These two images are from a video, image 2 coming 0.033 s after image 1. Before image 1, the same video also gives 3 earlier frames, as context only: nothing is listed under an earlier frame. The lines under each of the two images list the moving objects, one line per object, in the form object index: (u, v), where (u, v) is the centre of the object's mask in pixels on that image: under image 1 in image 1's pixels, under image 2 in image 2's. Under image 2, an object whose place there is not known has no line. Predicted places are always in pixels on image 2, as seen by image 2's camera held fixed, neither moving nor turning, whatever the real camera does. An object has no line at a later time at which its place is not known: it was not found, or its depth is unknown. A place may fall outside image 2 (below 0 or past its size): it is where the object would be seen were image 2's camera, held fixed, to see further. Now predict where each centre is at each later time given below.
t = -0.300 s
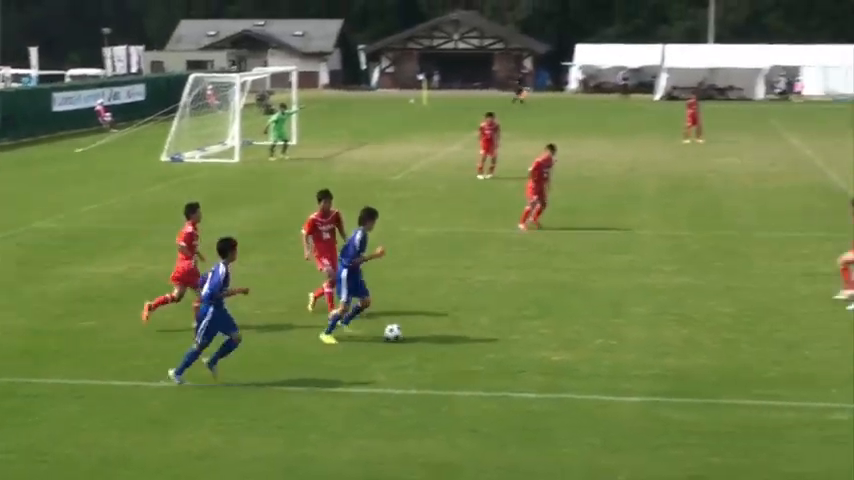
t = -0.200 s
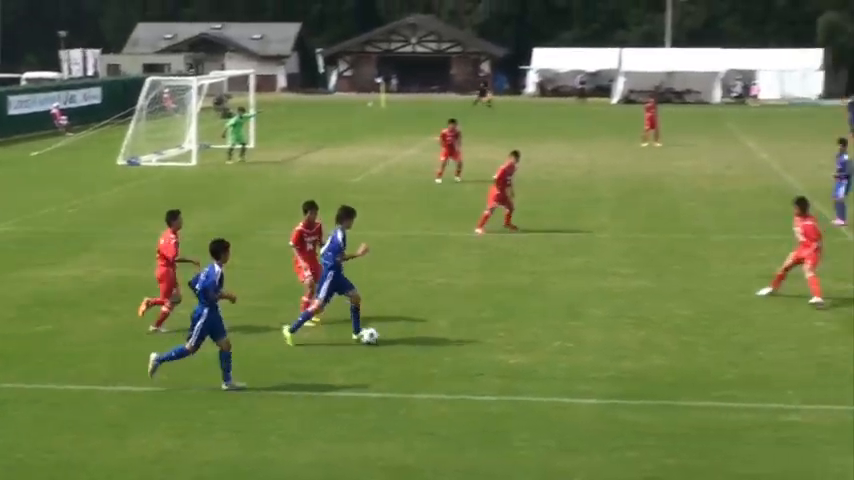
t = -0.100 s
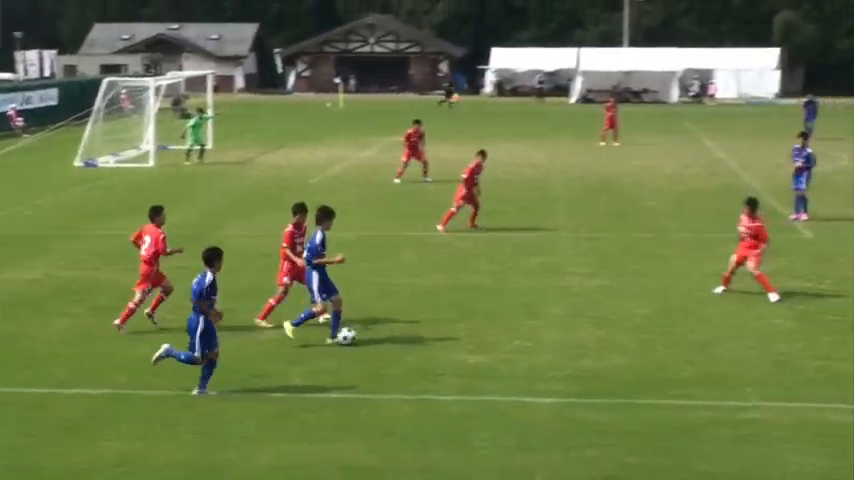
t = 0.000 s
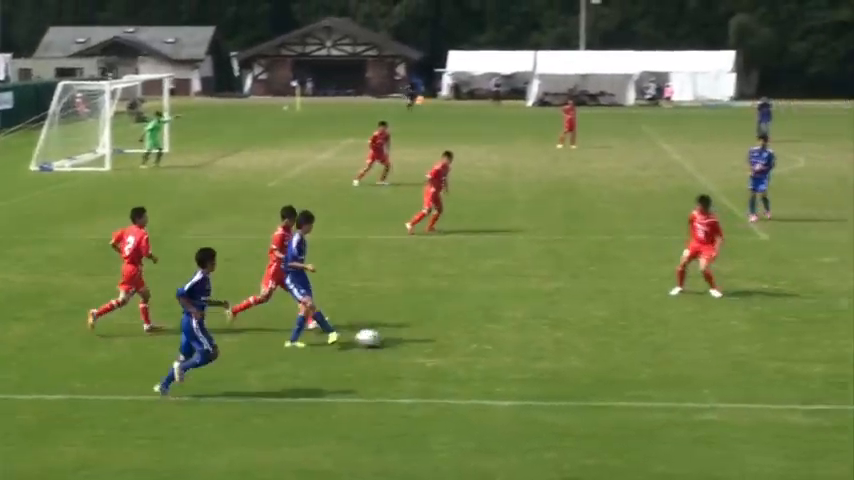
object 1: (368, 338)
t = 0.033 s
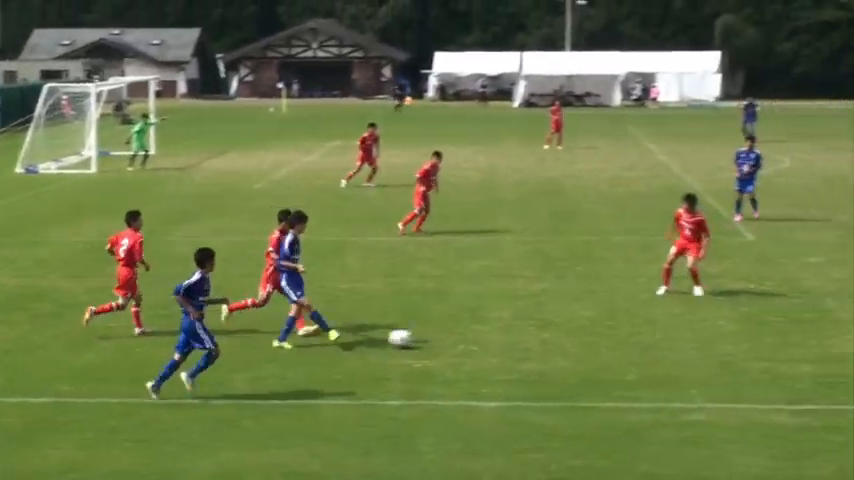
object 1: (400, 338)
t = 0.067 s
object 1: (446, 338)
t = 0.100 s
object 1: (488, 337)
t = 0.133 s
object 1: (532, 336)
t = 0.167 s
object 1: (573, 335)
